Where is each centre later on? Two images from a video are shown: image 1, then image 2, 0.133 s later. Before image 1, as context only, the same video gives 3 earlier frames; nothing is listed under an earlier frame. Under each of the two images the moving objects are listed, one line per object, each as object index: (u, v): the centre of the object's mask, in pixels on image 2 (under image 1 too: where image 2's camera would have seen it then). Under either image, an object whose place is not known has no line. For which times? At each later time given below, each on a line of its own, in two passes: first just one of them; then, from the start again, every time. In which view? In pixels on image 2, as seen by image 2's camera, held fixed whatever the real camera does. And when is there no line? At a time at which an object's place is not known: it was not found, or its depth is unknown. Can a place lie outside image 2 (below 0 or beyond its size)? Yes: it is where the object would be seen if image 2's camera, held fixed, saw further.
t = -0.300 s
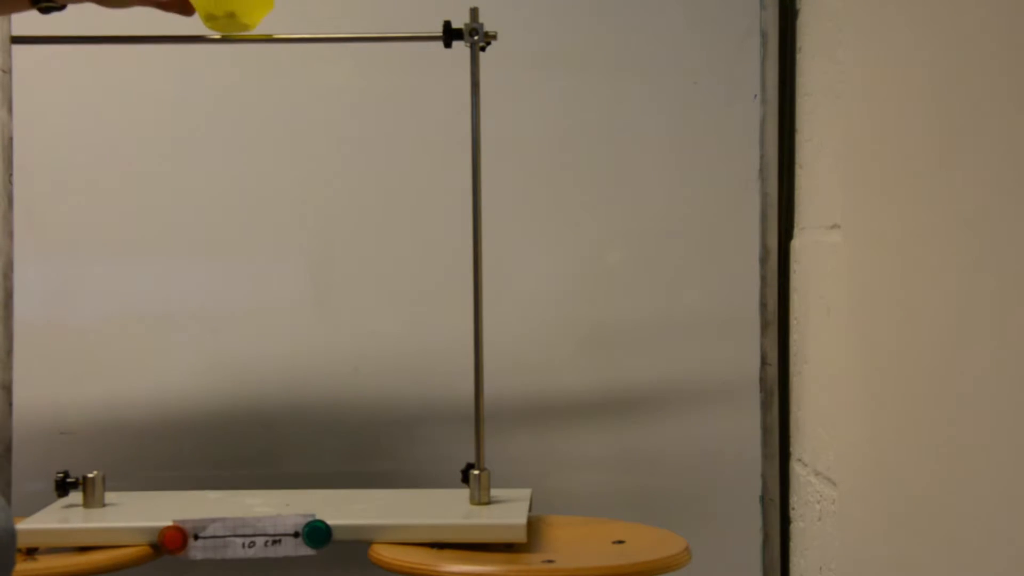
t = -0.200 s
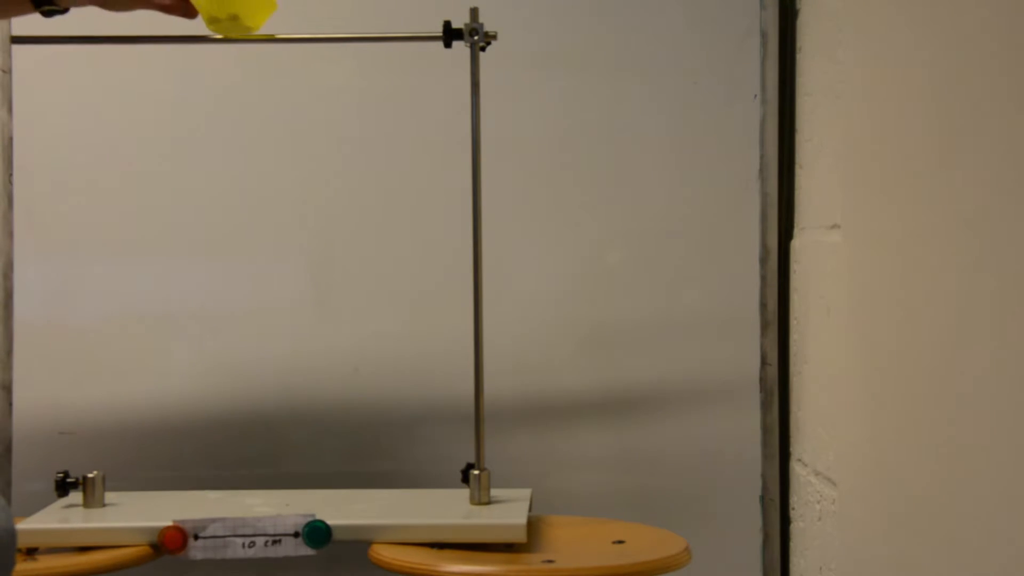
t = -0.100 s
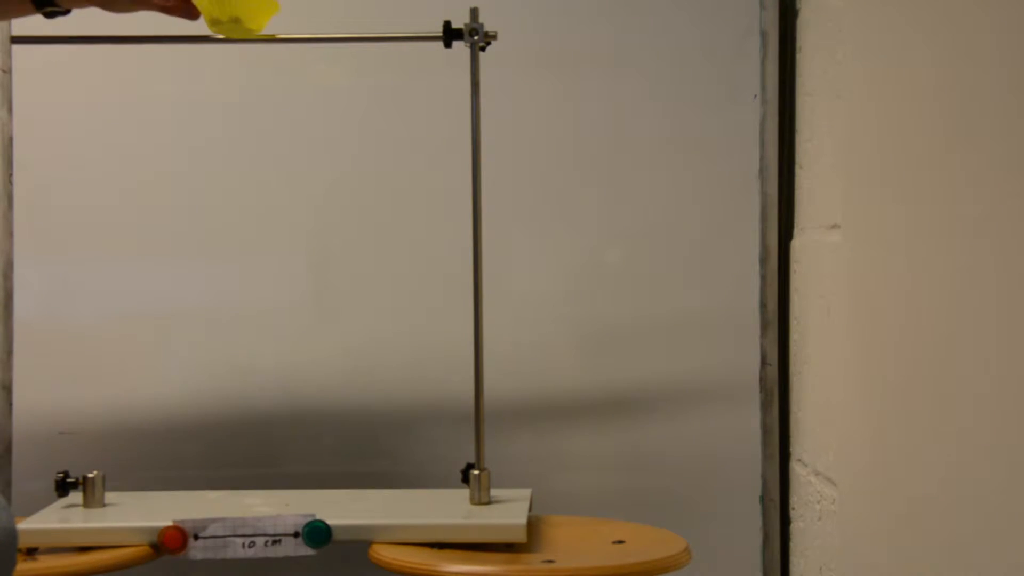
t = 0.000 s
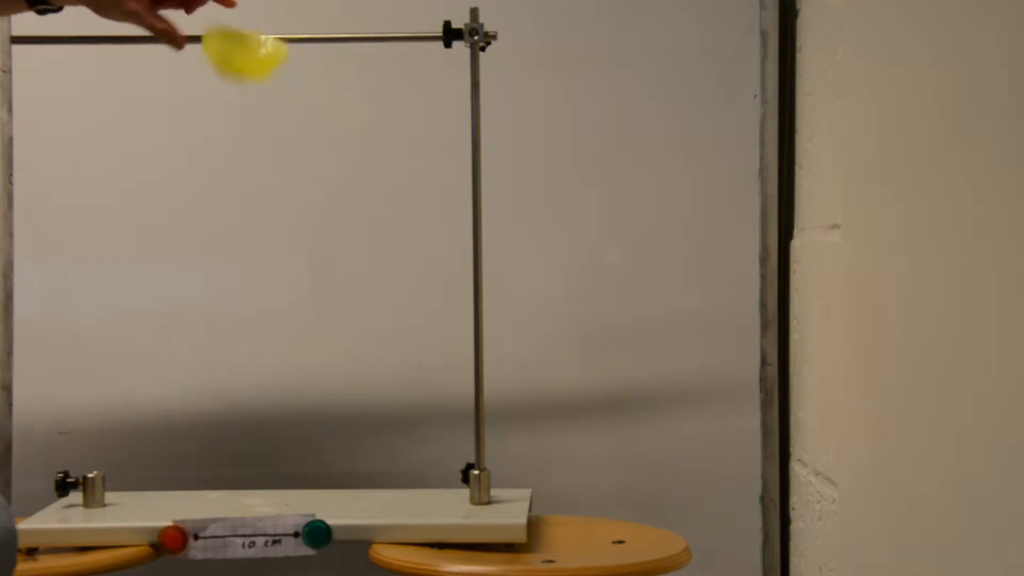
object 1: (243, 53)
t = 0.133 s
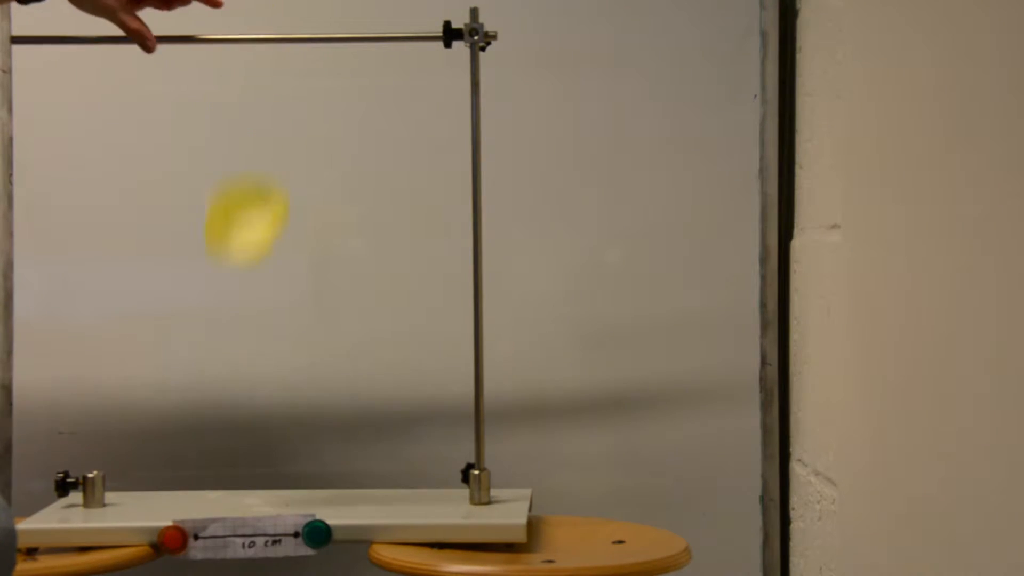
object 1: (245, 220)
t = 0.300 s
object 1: (236, 493)
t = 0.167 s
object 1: (245, 281)
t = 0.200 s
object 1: (246, 350)
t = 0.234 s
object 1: (248, 427)
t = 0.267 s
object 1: (245, 486)
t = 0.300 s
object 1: (236, 493)
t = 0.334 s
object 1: (230, 498)
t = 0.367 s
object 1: (224, 514)
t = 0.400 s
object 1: (219, 541)
